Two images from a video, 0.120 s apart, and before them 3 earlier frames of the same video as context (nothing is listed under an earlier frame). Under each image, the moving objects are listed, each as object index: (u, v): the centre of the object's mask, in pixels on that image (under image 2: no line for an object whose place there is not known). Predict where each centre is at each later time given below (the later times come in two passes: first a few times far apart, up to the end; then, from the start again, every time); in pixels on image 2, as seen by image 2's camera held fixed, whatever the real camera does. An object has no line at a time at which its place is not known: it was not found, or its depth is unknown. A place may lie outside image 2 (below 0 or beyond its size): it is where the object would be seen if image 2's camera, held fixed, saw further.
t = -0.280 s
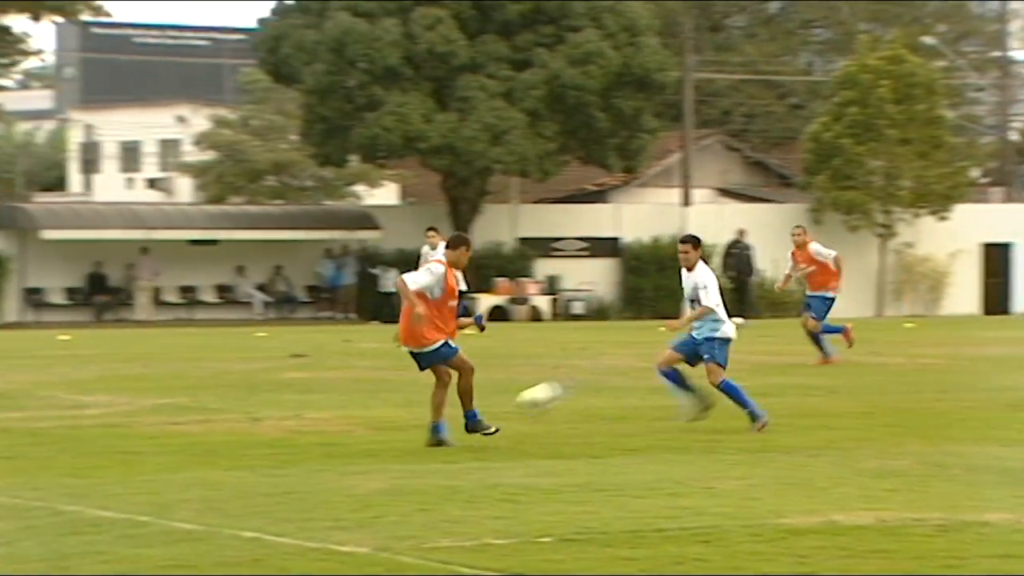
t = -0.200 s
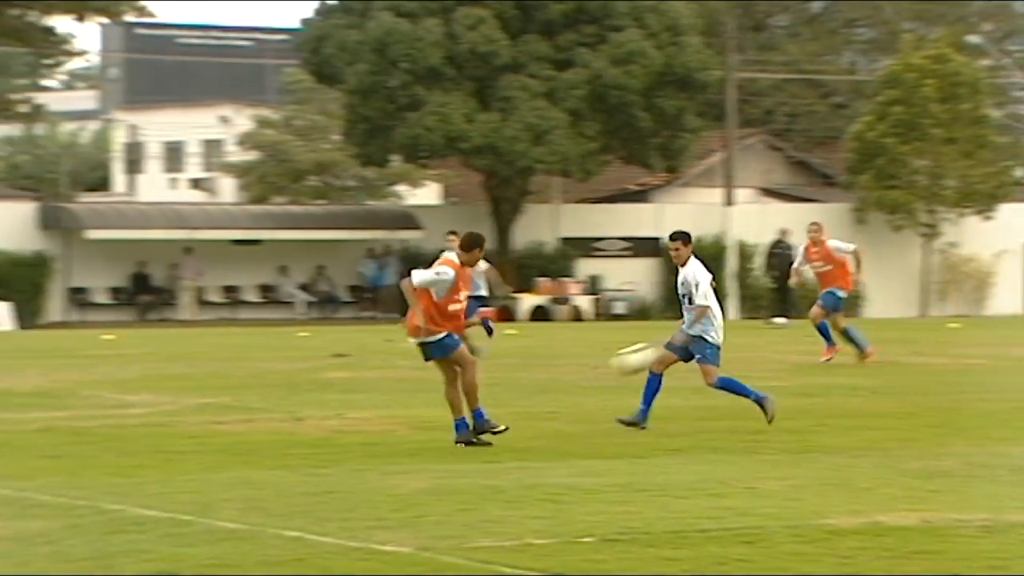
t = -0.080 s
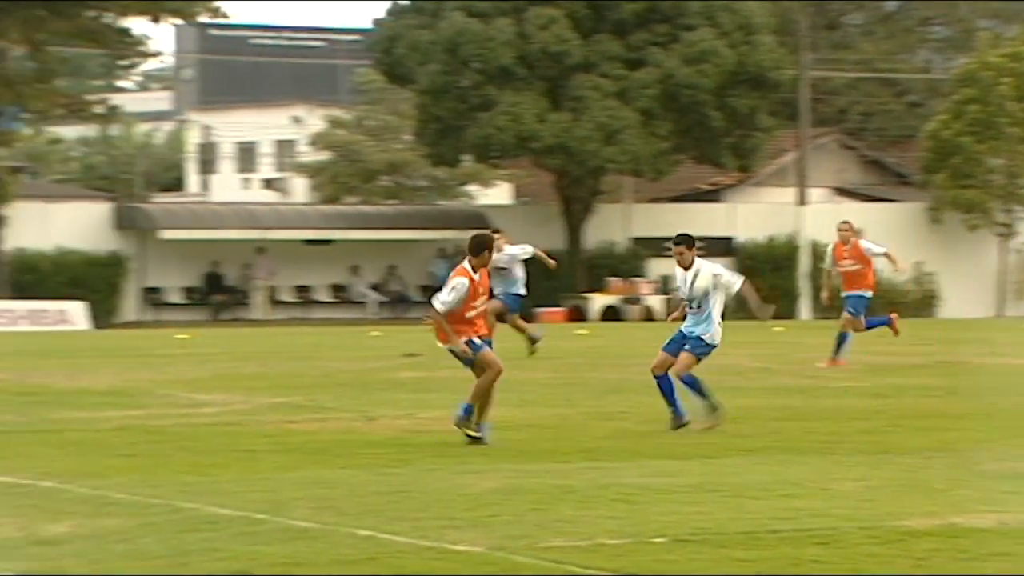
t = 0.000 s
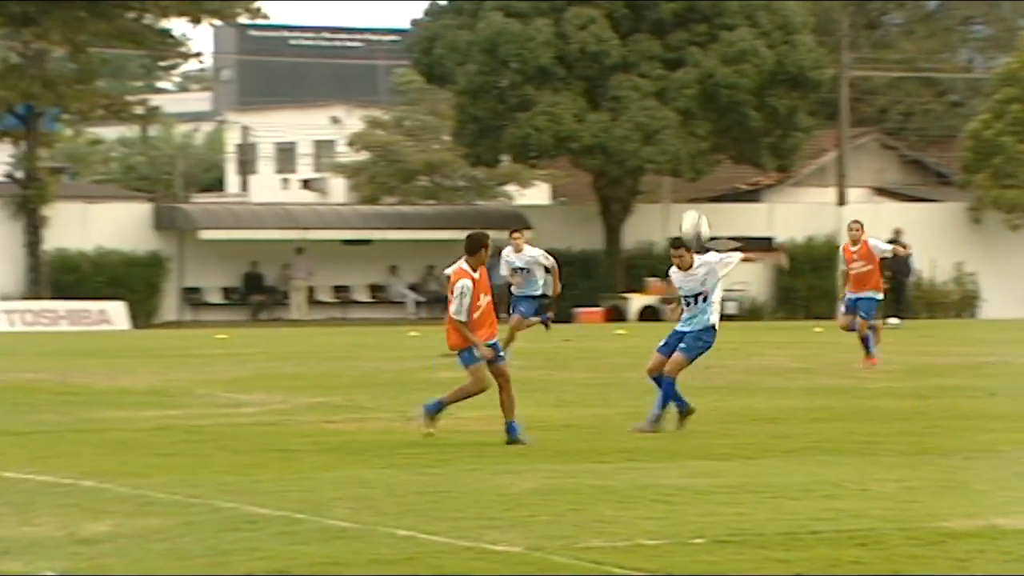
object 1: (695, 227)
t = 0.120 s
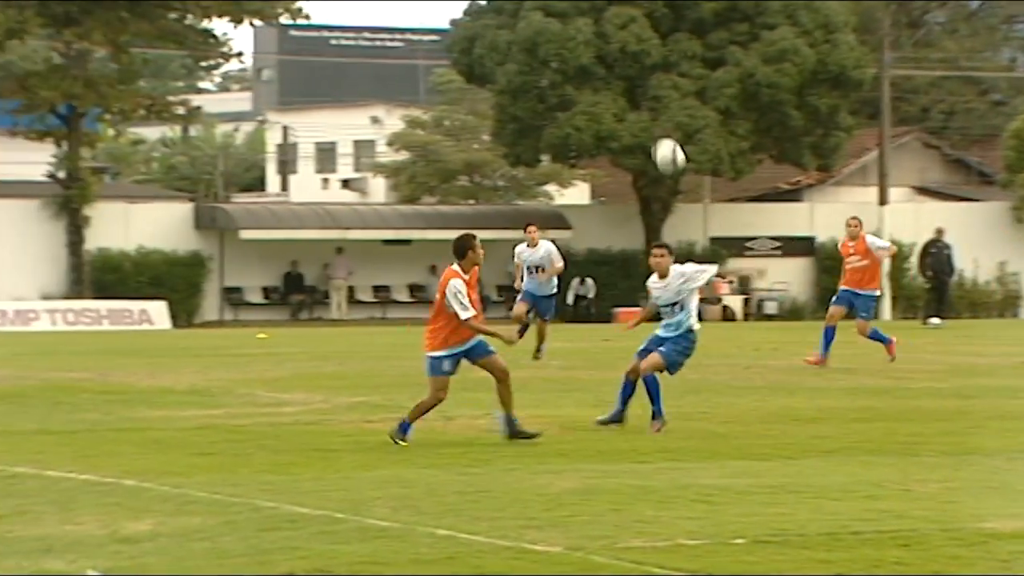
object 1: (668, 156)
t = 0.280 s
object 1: (580, 85)
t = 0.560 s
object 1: (421, 39)
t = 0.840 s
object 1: (253, 96)
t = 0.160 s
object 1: (646, 135)
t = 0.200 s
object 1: (624, 115)
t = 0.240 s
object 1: (602, 99)
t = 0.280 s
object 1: (580, 85)
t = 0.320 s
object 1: (557, 73)
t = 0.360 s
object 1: (534, 62)
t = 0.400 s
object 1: (512, 53)
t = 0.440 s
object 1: (489, 47)
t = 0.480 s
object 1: (466, 42)
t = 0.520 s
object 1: (444, 39)
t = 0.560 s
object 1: (421, 39)
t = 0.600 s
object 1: (397, 42)
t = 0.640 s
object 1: (374, 44)
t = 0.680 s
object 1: (349, 49)
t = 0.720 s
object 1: (325, 58)
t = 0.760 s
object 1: (301, 69)
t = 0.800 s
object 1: (277, 81)
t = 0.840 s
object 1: (253, 96)
